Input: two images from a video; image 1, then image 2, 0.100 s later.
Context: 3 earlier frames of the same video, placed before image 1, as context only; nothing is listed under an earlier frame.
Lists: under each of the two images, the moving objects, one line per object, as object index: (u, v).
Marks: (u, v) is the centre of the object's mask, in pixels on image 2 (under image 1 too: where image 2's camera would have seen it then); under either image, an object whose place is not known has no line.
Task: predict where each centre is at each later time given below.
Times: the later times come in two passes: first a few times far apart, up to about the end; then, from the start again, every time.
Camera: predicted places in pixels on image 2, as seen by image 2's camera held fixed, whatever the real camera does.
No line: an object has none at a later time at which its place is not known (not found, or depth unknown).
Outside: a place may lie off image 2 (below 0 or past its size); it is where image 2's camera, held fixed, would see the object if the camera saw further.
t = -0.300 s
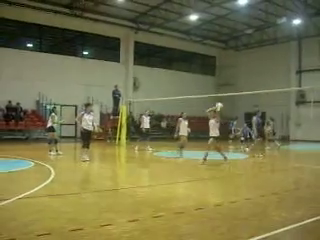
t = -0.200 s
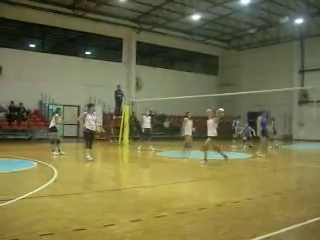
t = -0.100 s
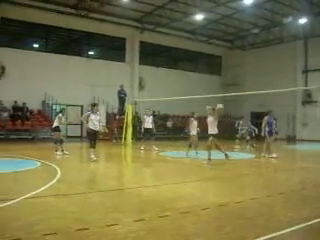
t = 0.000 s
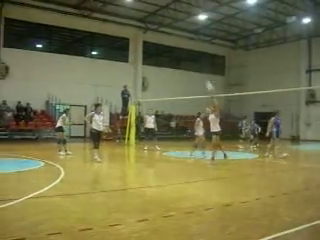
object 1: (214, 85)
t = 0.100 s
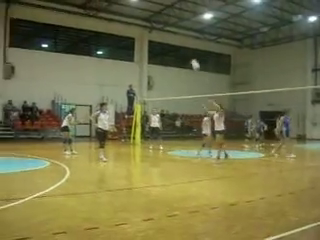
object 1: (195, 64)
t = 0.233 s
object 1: (168, 42)
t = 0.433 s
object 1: (126, 20)
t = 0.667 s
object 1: (77, 12)
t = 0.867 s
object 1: (33, 23)
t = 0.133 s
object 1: (188, 57)
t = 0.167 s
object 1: (182, 51)
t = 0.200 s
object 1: (175, 47)
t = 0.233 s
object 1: (168, 42)
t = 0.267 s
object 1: (160, 37)
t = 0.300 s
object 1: (154, 33)
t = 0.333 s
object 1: (147, 29)
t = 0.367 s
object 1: (141, 25)
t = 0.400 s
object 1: (134, 22)
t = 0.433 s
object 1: (126, 20)
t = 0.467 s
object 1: (119, 17)
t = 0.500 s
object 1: (112, 14)
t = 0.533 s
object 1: (105, 13)
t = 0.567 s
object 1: (97, 12)
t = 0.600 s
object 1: (90, 12)
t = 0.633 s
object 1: (84, 12)
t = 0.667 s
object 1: (77, 12)
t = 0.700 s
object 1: (69, 12)
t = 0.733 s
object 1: (62, 13)
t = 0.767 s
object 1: (55, 14)
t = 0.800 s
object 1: (48, 16)
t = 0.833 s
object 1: (42, 20)
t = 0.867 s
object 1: (33, 23)
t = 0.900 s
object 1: (25, 27)
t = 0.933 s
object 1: (17, 30)
